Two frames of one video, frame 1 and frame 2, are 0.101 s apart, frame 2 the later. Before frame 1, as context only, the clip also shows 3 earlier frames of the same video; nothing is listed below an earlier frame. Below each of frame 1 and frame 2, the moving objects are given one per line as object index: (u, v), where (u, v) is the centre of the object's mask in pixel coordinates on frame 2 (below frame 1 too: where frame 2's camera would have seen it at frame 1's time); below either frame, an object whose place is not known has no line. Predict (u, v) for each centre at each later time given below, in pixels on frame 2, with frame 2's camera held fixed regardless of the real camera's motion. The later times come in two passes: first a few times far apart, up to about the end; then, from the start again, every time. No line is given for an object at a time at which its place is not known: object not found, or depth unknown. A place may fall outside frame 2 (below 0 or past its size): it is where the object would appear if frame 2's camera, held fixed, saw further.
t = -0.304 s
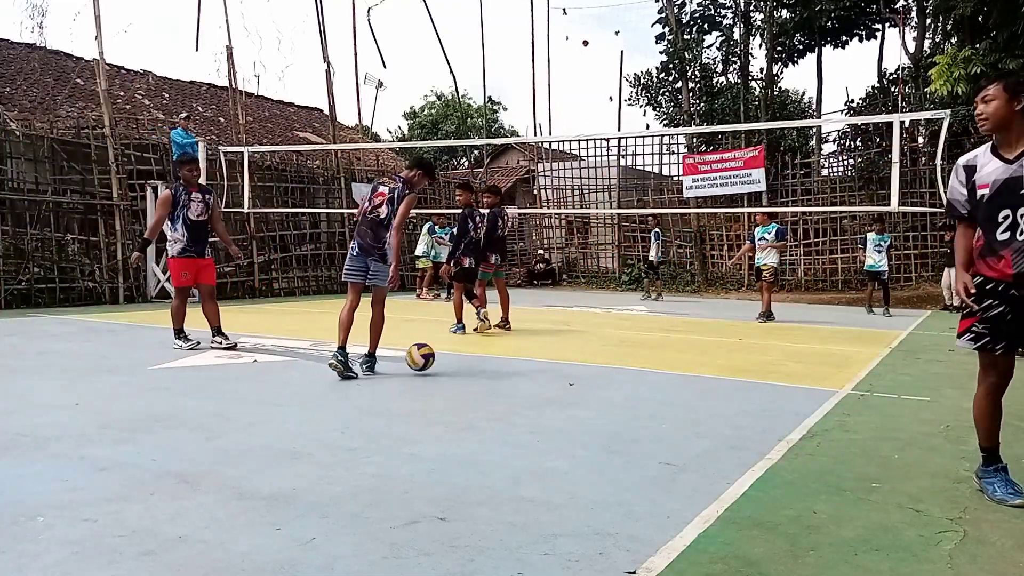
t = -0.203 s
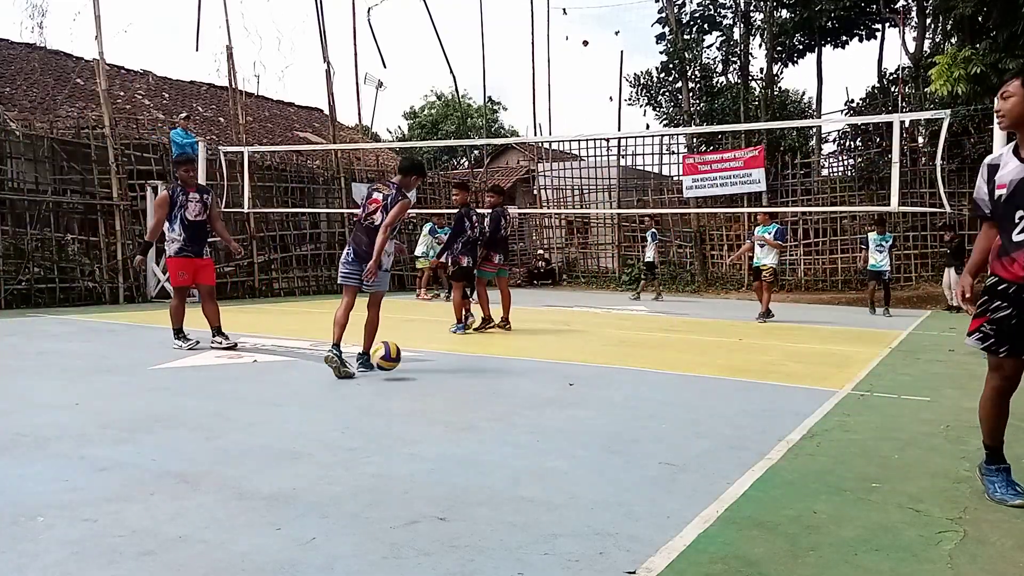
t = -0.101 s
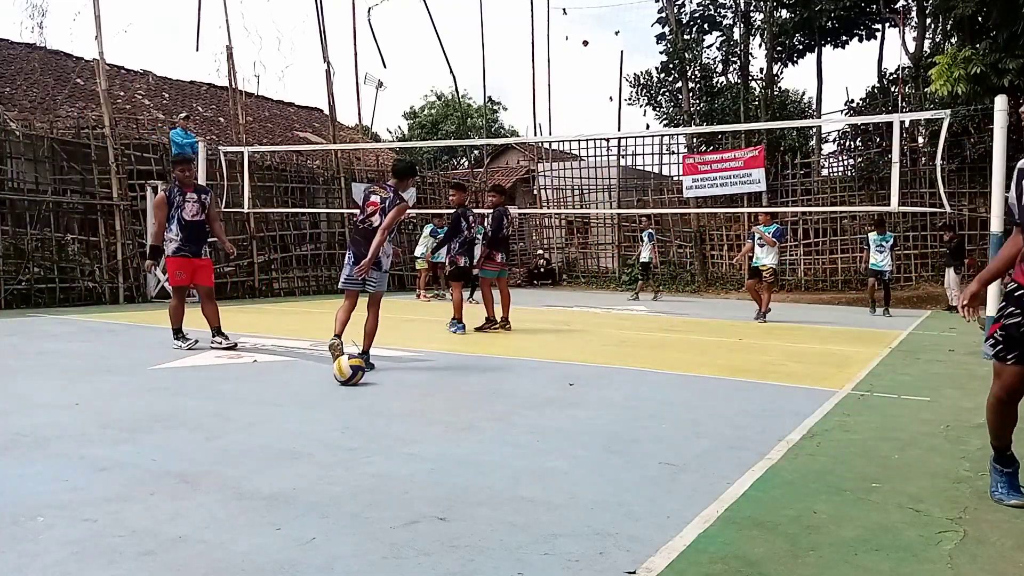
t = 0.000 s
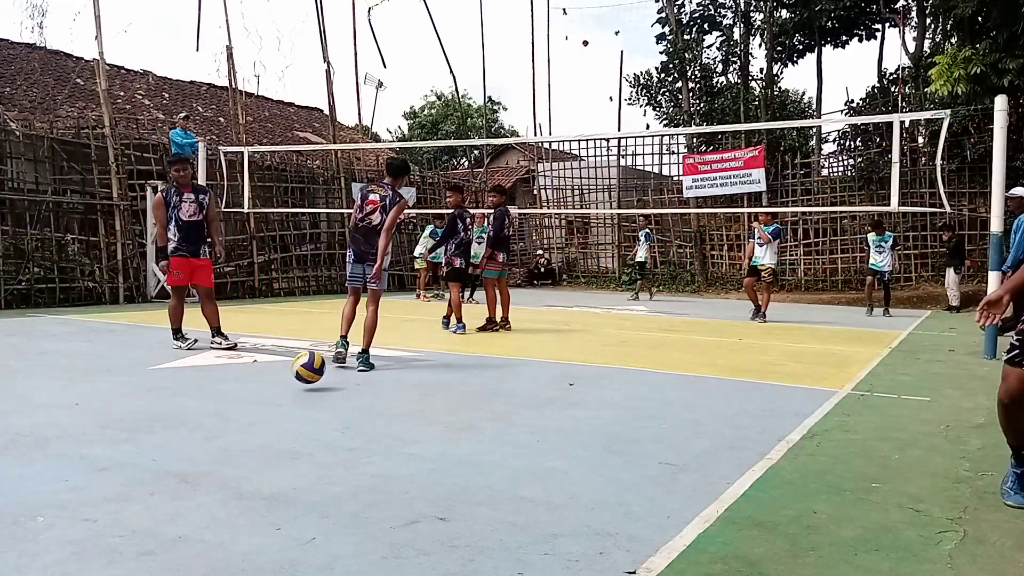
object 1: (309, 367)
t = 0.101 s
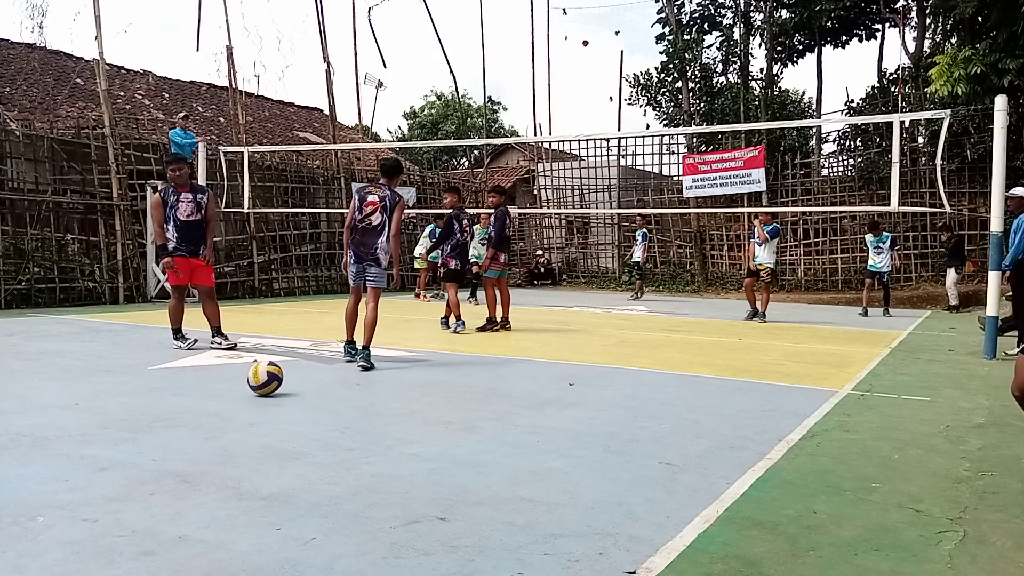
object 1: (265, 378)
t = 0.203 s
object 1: (218, 377)
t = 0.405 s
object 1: (112, 389)
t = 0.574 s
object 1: (15, 397)
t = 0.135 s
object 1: (250, 376)
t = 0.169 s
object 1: (234, 376)
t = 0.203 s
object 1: (218, 377)
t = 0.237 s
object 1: (201, 382)
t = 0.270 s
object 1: (184, 388)
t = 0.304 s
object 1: (167, 386)
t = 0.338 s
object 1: (149, 385)
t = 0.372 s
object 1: (131, 386)
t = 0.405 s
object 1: (112, 389)
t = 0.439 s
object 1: (92, 394)
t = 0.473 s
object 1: (72, 398)
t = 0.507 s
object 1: (52, 395)
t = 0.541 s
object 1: (31, 395)
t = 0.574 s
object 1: (15, 397)
